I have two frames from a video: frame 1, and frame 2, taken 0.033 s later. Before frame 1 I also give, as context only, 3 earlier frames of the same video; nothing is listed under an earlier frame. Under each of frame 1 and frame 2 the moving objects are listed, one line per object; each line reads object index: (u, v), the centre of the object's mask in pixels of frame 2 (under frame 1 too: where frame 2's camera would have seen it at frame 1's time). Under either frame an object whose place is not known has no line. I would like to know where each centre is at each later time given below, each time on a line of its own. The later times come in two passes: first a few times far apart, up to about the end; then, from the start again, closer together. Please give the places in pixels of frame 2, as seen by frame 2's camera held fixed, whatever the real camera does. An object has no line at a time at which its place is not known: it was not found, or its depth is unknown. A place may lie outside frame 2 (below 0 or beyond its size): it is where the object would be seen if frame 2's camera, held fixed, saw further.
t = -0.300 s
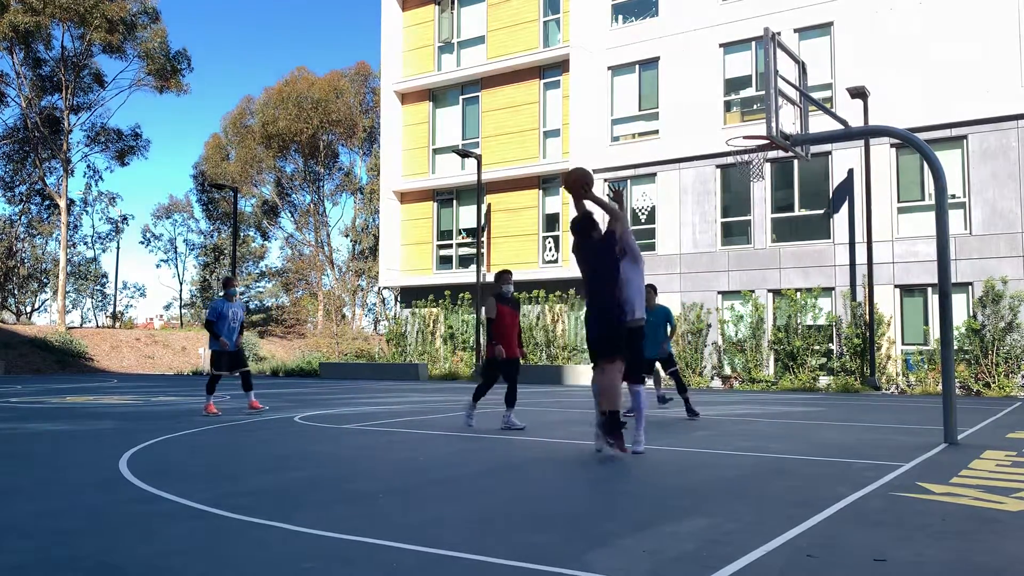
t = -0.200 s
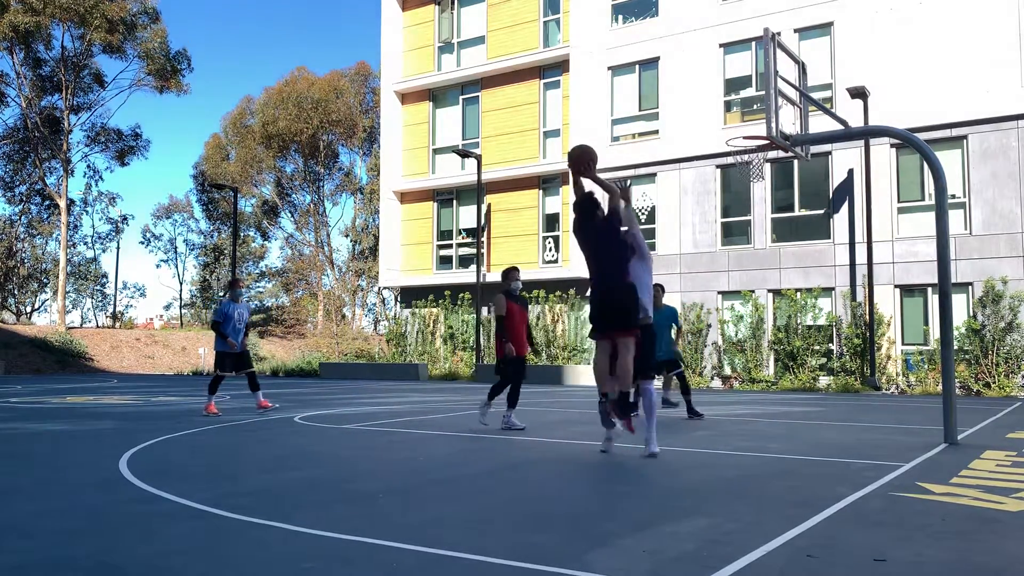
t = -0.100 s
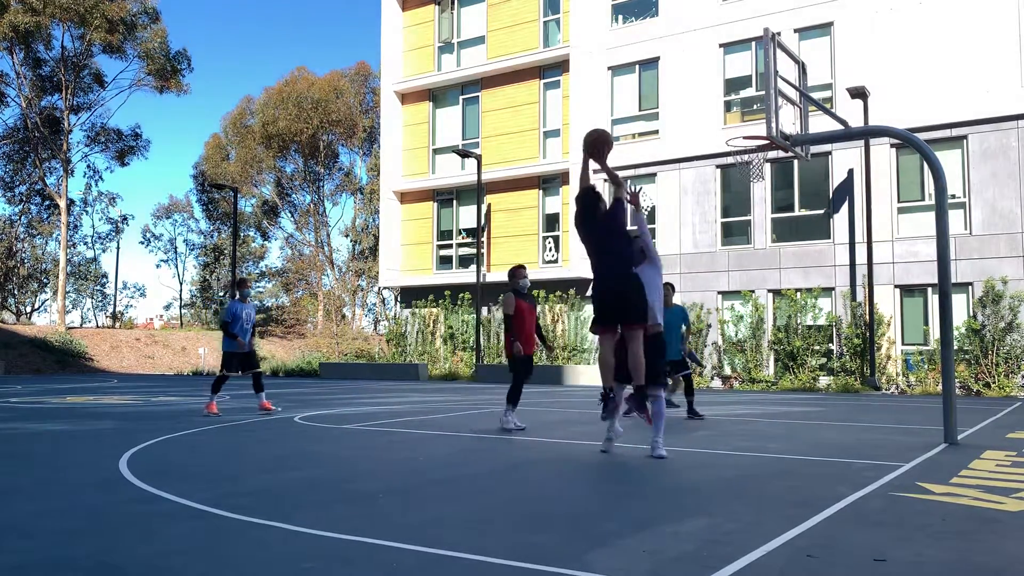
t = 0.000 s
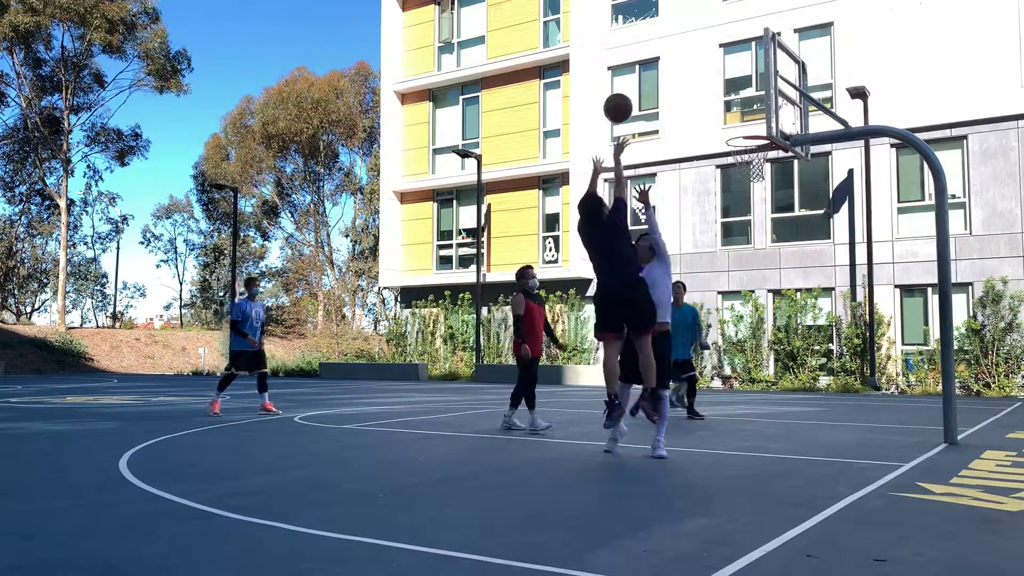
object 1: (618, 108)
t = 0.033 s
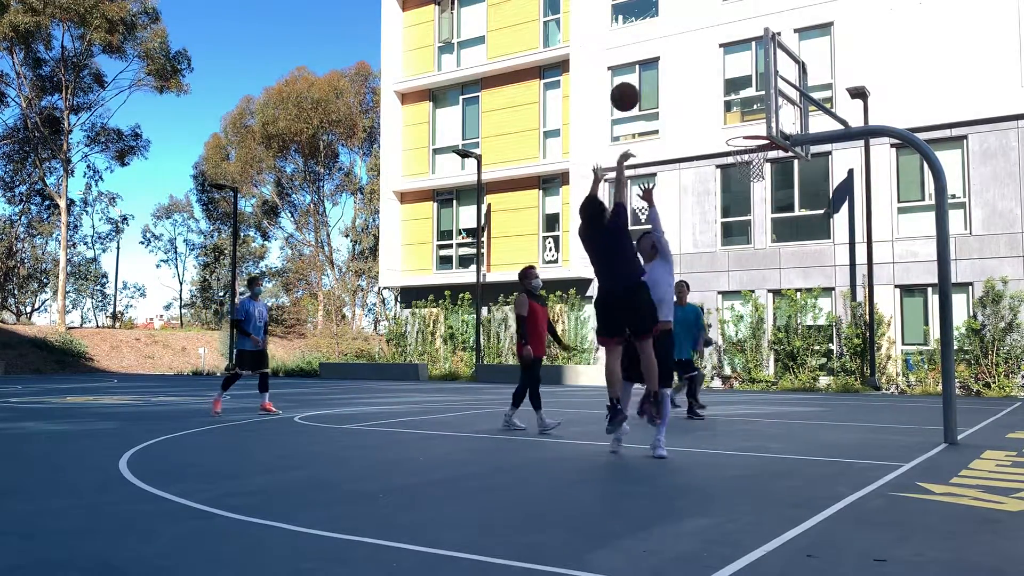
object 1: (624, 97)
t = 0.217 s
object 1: (659, 63)
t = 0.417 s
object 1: (691, 68)
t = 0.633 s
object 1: (721, 114)
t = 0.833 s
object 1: (742, 135)
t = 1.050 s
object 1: (762, 134)
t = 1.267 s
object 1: (787, 161)
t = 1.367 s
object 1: (784, 181)
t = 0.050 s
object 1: (628, 92)
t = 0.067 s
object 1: (631, 87)
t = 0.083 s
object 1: (634, 83)
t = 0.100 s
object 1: (637, 79)
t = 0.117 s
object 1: (641, 76)
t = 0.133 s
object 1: (644, 73)
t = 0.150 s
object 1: (647, 70)
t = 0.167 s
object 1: (650, 68)
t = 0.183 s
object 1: (653, 66)
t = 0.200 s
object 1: (656, 64)
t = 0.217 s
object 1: (659, 63)
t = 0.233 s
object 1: (661, 62)
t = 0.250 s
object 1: (664, 61)
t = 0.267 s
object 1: (667, 60)
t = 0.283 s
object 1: (670, 60)
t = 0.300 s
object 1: (673, 60)
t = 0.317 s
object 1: (675, 60)
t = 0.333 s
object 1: (678, 61)
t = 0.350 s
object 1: (680, 62)
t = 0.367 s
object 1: (683, 63)
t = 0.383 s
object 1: (686, 64)
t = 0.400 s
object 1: (688, 66)
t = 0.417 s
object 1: (691, 68)
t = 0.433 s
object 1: (693, 70)
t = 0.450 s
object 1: (696, 73)
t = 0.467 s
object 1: (698, 75)
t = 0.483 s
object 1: (700, 78)
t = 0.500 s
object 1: (703, 81)
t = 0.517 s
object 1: (705, 84)
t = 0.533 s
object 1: (707, 88)
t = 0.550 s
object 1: (710, 92)
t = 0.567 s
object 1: (712, 96)
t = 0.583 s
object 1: (714, 100)
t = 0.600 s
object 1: (716, 104)
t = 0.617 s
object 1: (719, 109)
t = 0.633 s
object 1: (721, 114)
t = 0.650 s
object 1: (723, 119)
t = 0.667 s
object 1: (725, 124)
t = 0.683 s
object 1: (727, 129)
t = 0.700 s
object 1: (729, 130)
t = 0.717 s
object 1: (730, 130)
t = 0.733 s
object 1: (732, 130)
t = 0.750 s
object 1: (734, 130)
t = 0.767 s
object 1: (735, 131)
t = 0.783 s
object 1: (737, 132)
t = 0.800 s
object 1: (738, 133)
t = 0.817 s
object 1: (740, 134)
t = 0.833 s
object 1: (742, 135)
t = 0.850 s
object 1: (744, 135)
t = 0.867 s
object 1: (746, 133)
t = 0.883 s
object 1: (748, 132)
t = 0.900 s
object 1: (750, 131)
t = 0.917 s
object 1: (752, 131)
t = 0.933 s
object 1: (753, 131)
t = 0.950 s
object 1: (755, 131)
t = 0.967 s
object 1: (756, 131)
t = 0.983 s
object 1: (758, 131)
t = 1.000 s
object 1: (759, 132)
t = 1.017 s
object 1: (760, 133)
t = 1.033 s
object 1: (761, 133)
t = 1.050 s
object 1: (762, 134)
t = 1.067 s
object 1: (763, 135)
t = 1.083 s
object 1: (764, 136)
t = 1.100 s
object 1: (766, 137)
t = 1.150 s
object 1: (776, 148)
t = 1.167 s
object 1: (778, 149)
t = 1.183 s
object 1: (782, 153)
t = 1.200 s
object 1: (783, 154)
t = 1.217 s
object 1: (785, 156)
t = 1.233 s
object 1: (786, 158)
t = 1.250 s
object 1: (787, 158)
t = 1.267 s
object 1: (787, 161)
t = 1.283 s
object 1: (787, 162)
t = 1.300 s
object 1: (786, 166)
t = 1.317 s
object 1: (786, 169)
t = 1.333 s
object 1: (785, 172)
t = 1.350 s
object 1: (784, 177)
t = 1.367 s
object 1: (784, 181)
